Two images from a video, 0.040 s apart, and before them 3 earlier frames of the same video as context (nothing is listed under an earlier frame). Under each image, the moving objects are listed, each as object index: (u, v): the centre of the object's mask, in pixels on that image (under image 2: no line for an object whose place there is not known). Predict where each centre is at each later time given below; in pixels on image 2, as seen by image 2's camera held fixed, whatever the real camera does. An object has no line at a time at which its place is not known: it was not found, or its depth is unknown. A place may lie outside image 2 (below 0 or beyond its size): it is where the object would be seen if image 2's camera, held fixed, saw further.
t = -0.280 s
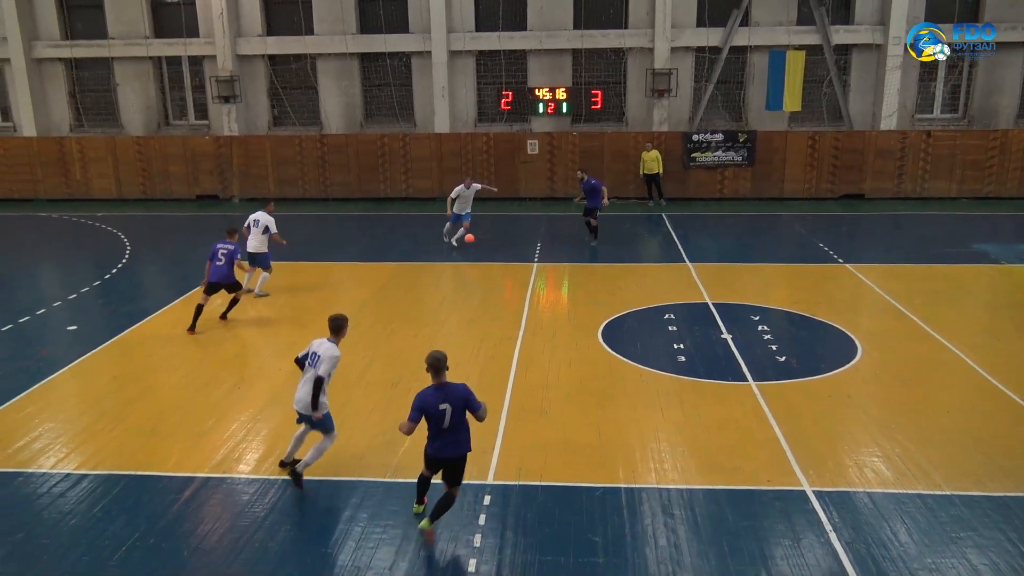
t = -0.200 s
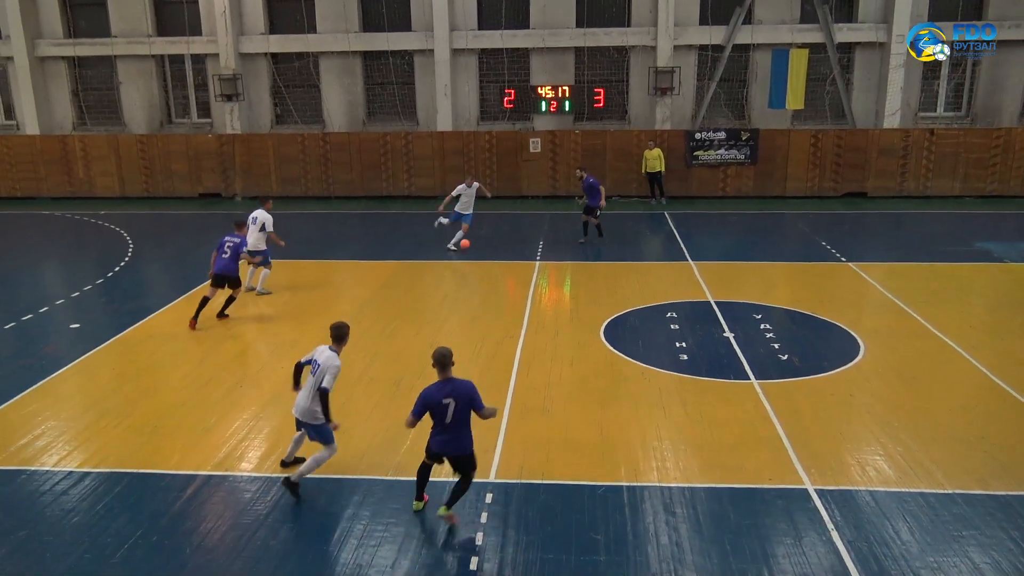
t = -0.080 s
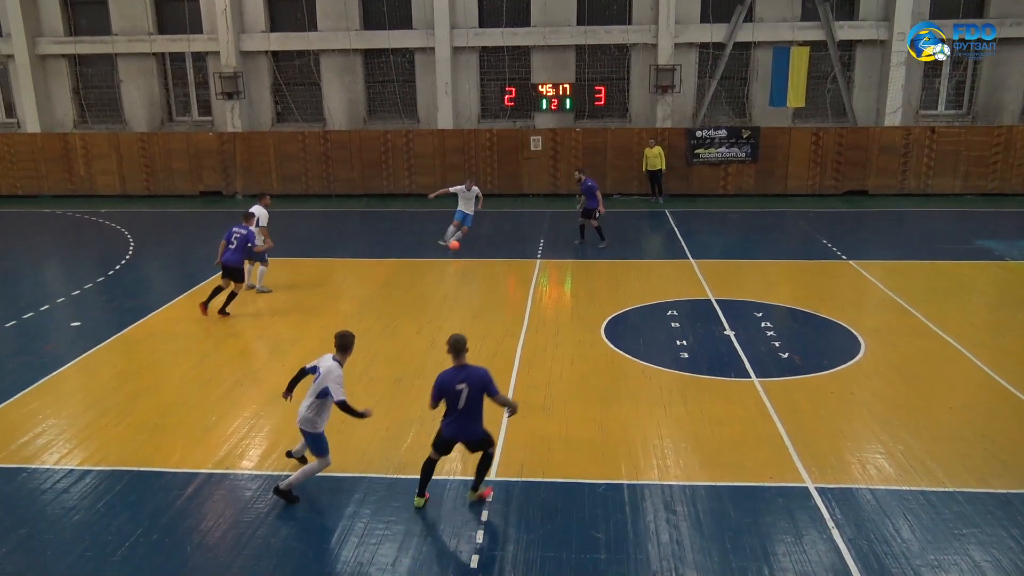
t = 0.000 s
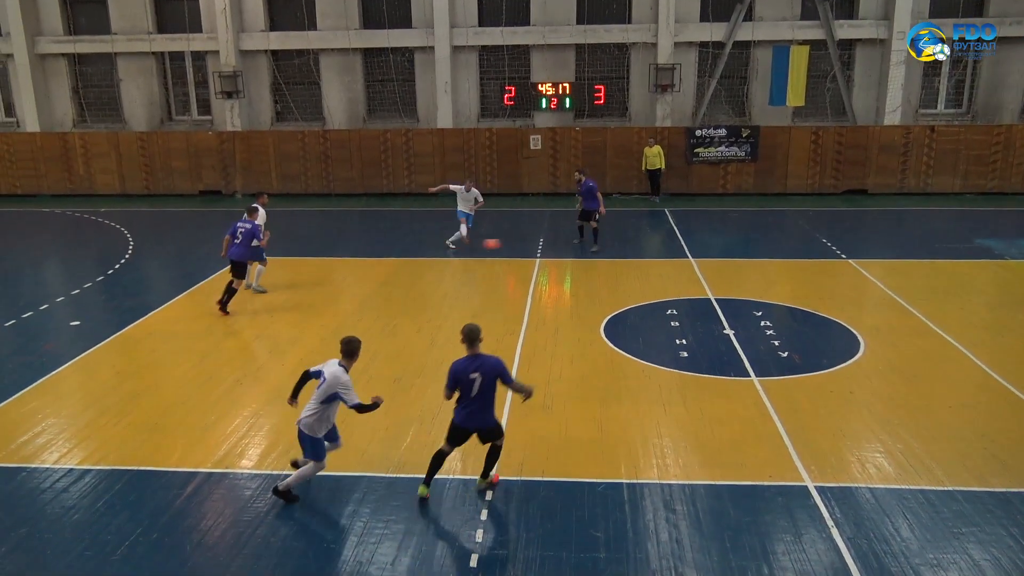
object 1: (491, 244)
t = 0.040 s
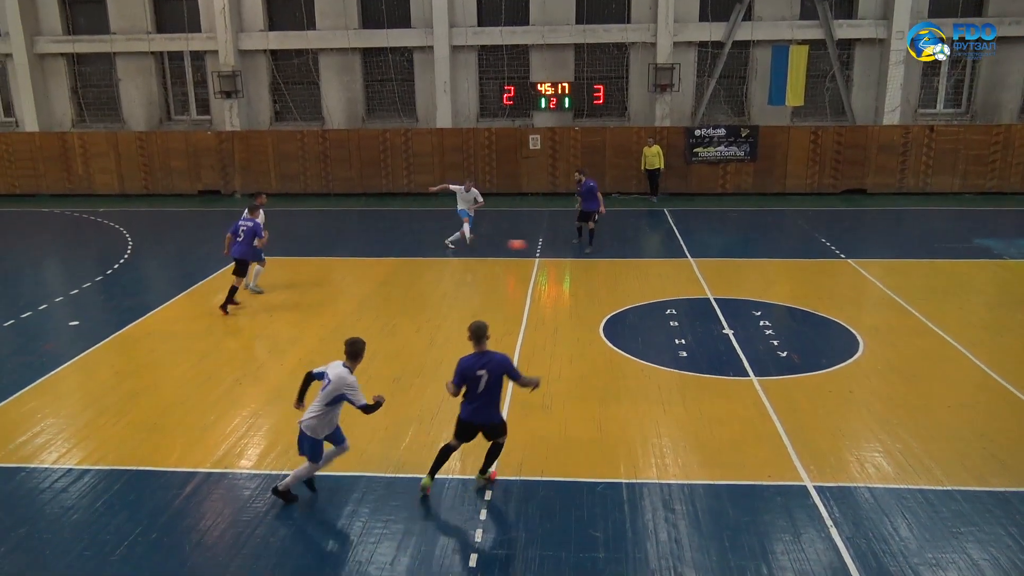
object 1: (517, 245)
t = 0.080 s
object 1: (545, 246)
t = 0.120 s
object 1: (573, 249)
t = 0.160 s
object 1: (603, 253)
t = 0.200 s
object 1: (634, 257)
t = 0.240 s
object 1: (668, 264)
